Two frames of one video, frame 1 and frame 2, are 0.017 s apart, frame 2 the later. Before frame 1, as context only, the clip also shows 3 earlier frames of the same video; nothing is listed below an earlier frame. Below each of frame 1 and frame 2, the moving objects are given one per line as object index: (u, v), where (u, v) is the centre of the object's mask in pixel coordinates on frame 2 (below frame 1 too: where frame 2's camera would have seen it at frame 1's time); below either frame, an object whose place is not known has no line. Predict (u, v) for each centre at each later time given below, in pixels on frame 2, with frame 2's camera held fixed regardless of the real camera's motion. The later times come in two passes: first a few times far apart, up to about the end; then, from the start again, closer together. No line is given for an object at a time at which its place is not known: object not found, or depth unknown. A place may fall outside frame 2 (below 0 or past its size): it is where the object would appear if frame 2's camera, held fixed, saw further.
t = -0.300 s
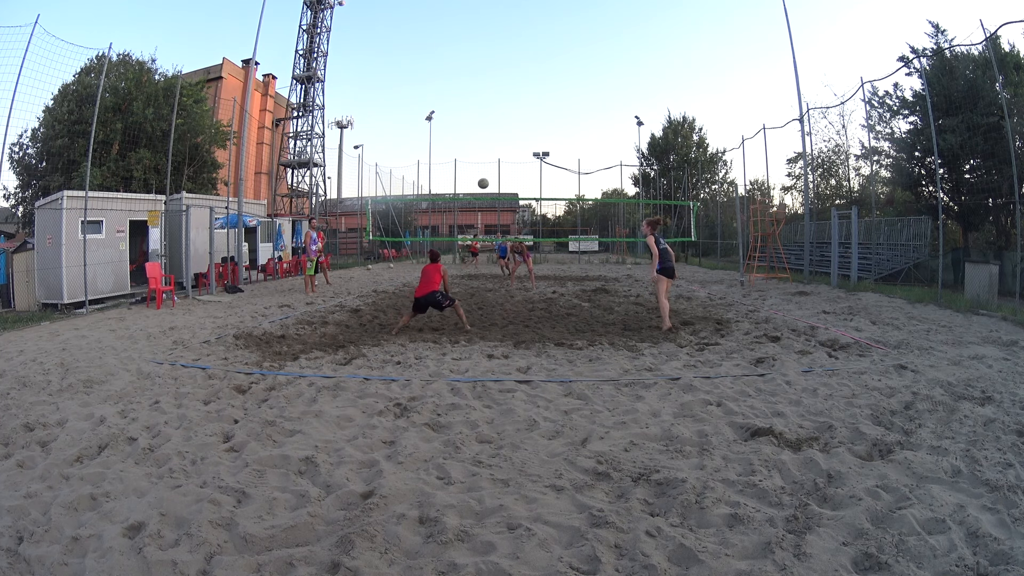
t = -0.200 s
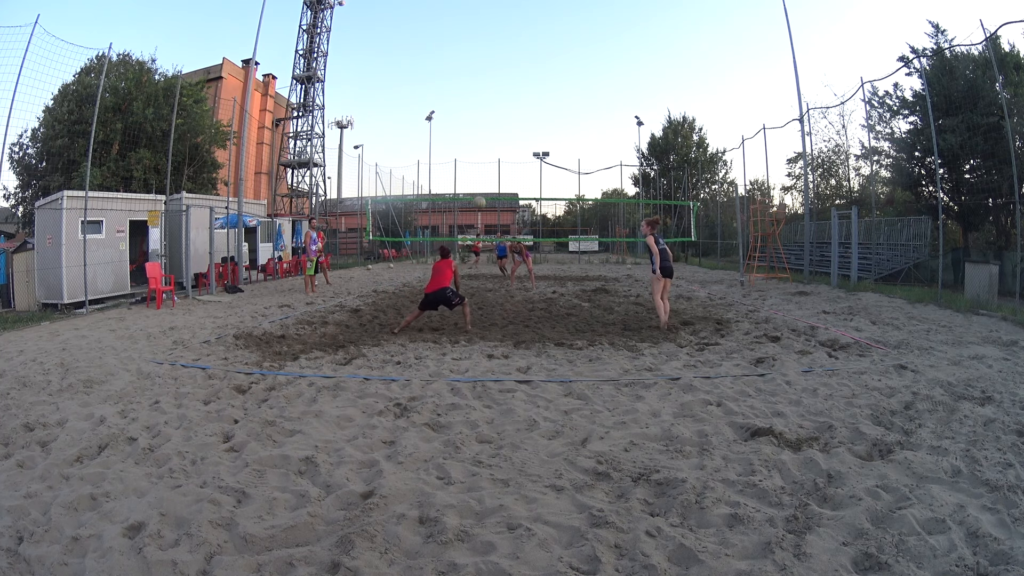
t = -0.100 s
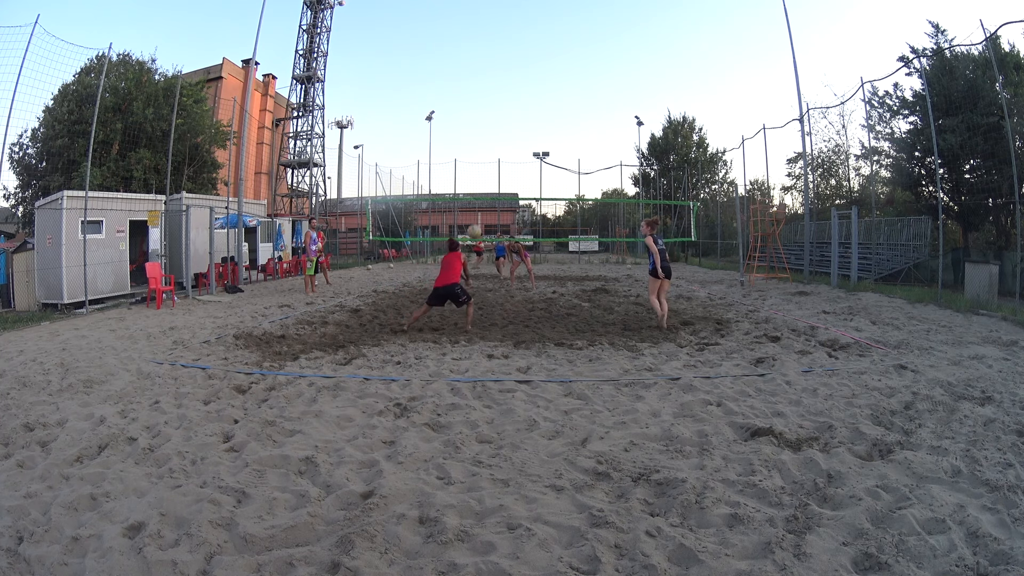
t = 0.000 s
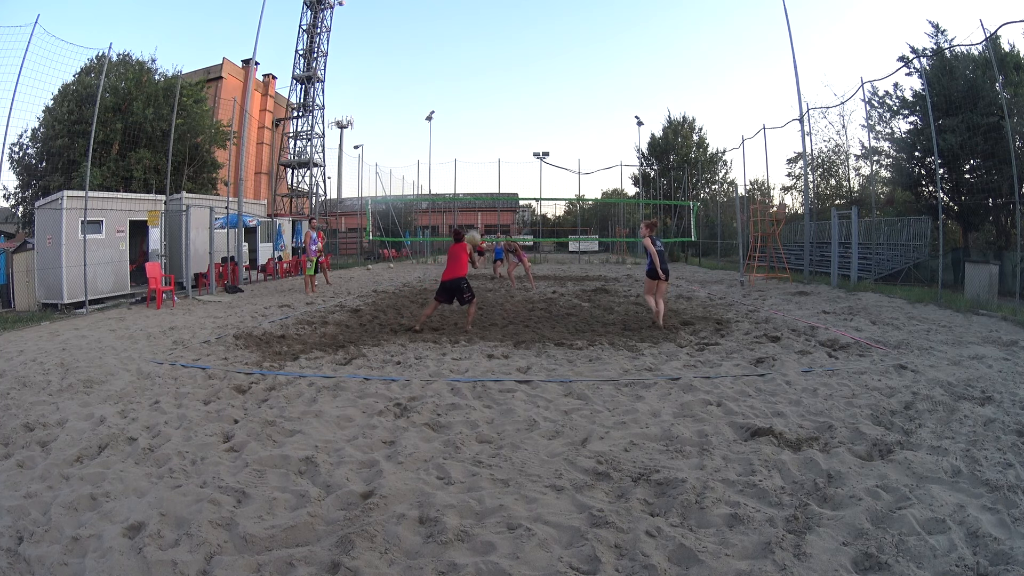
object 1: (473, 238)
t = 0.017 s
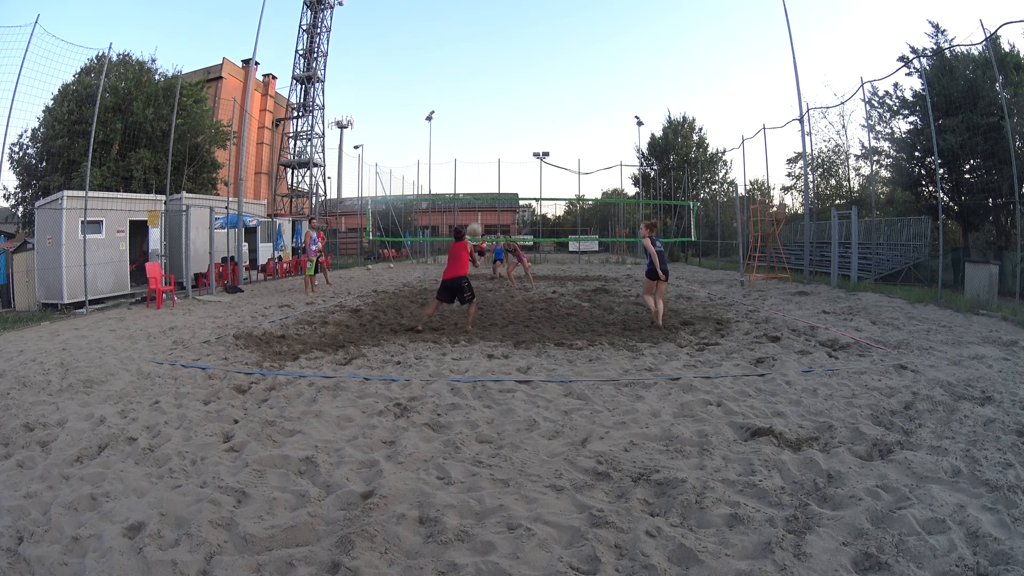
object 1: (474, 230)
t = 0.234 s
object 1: (486, 143)
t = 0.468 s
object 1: (496, 94)
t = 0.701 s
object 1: (505, 78)
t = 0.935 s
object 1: (513, 89)
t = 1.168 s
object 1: (520, 125)
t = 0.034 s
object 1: (475, 222)
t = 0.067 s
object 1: (477, 206)
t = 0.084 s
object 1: (478, 199)
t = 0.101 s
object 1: (479, 192)
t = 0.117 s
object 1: (480, 185)
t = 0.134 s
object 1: (480, 178)
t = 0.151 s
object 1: (481, 172)
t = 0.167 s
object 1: (482, 165)
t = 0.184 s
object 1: (483, 159)
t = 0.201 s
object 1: (484, 154)
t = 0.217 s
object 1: (485, 148)
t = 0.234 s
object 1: (486, 143)
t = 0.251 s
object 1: (486, 138)
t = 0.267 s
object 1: (487, 134)
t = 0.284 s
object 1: (488, 129)
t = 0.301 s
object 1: (489, 125)
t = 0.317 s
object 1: (490, 121)
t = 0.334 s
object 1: (490, 117)
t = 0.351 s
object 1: (491, 114)
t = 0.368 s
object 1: (492, 110)
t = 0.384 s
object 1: (493, 107)
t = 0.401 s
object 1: (493, 104)
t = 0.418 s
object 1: (494, 101)
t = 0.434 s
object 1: (495, 99)
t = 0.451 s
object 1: (495, 96)
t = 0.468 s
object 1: (496, 94)
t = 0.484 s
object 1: (497, 91)
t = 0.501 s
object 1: (497, 89)
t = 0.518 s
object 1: (498, 87)
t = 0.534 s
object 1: (498, 84)
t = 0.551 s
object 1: (499, 84)
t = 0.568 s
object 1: (500, 82)
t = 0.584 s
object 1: (501, 82)
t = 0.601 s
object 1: (501, 81)
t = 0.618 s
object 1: (502, 80)
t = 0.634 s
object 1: (502, 79)
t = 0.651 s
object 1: (503, 79)
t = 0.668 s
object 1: (504, 78)
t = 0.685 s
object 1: (504, 78)
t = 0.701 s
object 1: (505, 78)
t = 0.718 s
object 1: (506, 78)
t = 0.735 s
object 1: (506, 78)
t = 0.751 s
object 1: (507, 78)
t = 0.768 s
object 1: (507, 78)
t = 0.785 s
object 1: (508, 79)
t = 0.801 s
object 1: (508, 79)
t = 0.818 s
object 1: (509, 80)
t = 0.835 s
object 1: (509, 81)
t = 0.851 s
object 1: (510, 82)
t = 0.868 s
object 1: (511, 83)
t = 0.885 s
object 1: (511, 84)
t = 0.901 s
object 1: (512, 86)
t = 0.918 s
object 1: (512, 87)
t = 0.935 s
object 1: (513, 89)
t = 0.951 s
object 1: (513, 91)
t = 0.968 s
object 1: (514, 93)
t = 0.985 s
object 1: (514, 95)
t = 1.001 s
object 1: (515, 97)
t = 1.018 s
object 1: (515, 99)
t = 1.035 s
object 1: (516, 101)
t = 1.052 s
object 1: (516, 104)
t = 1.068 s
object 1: (517, 106)
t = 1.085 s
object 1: (517, 109)
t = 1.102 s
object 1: (518, 112)
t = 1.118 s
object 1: (518, 115)
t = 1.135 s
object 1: (519, 118)
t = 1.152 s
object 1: (519, 121)
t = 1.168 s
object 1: (520, 125)
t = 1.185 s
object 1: (520, 128)
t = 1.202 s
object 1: (521, 132)
